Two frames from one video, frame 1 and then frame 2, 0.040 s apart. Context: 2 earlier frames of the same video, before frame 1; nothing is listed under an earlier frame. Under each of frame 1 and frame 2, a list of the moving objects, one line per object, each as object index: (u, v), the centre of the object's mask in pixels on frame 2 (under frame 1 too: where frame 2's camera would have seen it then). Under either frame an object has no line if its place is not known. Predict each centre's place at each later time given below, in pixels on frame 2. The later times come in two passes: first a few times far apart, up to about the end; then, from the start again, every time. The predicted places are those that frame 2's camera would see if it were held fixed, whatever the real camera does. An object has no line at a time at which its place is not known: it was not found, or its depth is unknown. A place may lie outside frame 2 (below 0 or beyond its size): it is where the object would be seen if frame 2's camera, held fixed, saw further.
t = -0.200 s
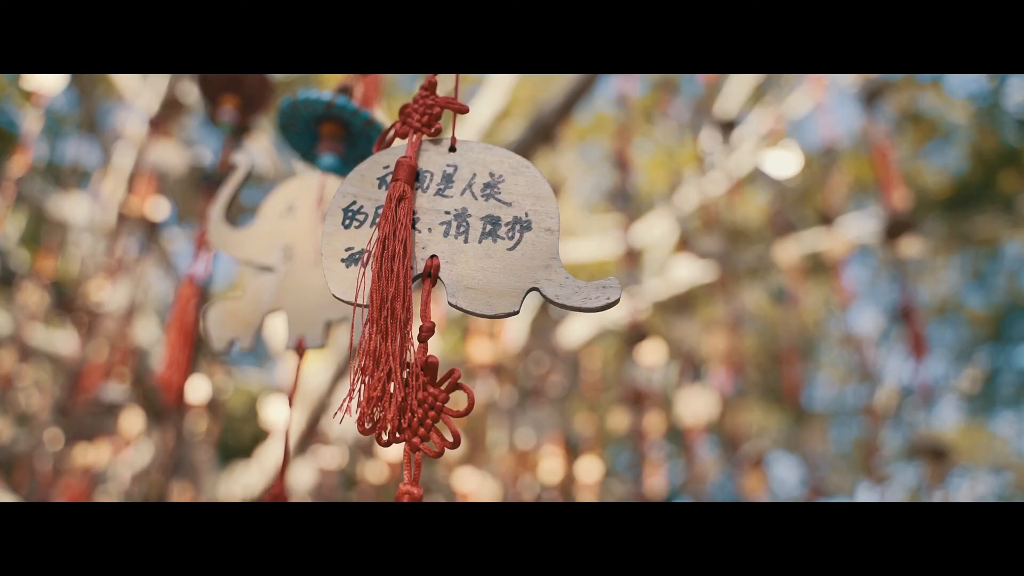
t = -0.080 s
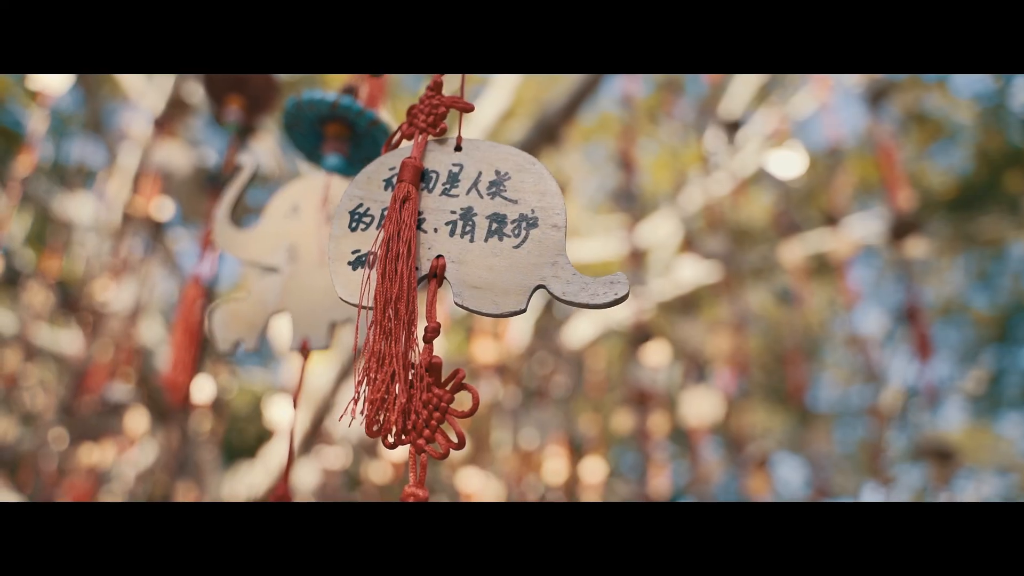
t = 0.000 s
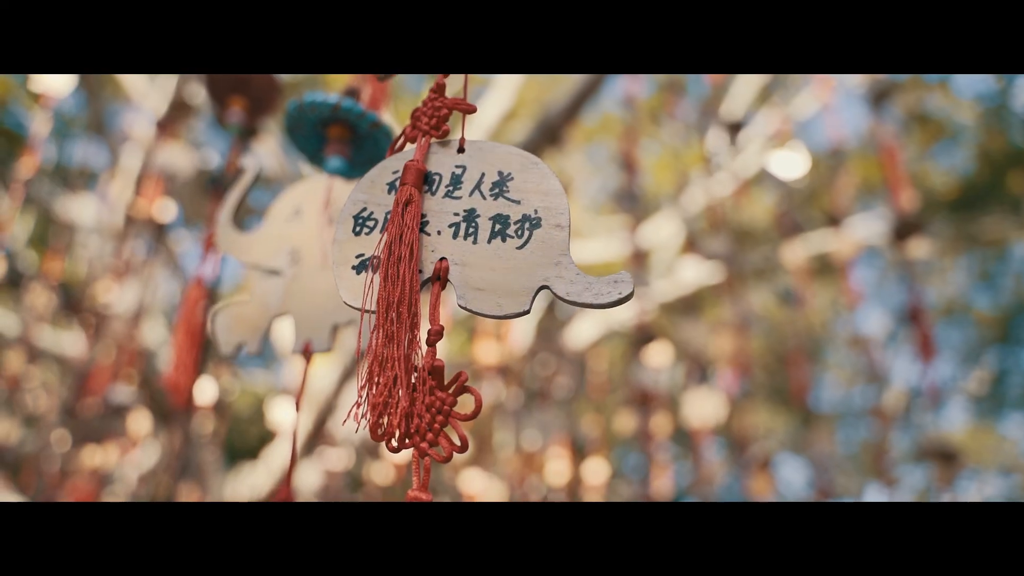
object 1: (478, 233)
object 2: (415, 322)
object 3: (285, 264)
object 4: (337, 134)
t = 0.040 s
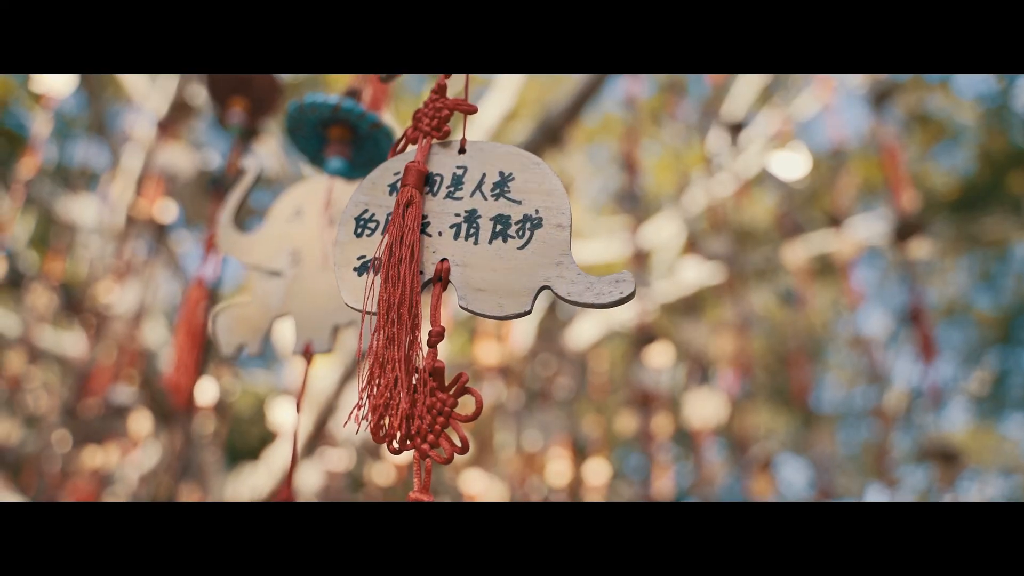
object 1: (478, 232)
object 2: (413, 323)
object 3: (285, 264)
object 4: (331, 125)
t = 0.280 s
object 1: (475, 236)
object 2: (409, 328)
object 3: (284, 268)
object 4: (333, 137)
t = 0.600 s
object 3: (286, 269)
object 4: (327, 139)
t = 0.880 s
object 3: (288, 269)
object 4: (324, 140)
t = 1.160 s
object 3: (295, 276)
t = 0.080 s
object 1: (477, 233)
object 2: (413, 323)
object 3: (285, 265)
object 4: (330, 125)
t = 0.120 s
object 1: (477, 234)
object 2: (412, 323)
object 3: (286, 265)
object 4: (328, 127)
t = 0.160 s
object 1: (477, 235)
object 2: (412, 323)
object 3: (285, 266)
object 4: (336, 136)
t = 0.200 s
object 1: (476, 235)
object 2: (410, 326)
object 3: (285, 266)
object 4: (335, 136)
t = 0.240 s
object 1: (476, 235)
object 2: (411, 328)
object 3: (284, 267)
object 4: (334, 137)
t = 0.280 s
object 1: (475, 236)
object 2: (409, 328)
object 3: (284, 268)
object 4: (333, 137)
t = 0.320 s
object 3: (283, 267)
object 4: (332, 138)
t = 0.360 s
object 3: (284, 268)
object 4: (331, 138)
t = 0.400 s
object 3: (285, 269)
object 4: (331, 139)
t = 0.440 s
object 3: (284, 269)
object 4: (330, 140)
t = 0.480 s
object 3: (285, 270)
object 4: (328, 141)
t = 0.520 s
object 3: (285, 270)
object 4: (328, 141)
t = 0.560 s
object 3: (286, 269)
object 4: (328, 140)
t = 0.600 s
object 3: (286, 269)
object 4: (327, 139)
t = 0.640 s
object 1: (493, 236)
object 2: (403, 332)
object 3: (286, 268)
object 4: (327, 139)
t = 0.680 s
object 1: (492, 235)
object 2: (402, 332)
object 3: (286, 267)
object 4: (325, 138)
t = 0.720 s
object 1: (491, 235)
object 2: (401, 332)
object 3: (286, 268)
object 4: (325, 138)
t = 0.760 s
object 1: (489, 235)
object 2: (400, 333)
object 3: (286, 267)
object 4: (325, 138)
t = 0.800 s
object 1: (488, 236)
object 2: (400, 334)
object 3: (287, 268)
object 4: (324, 139)
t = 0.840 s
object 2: (398, 334)
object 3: (287, 269)
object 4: (324, 139)
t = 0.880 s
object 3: (288, 269)
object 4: (324, 140)
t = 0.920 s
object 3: (289, 270)
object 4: (324, 141)
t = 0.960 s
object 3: (289, 271)
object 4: (325, 141)
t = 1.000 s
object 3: (290, 272)
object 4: (325, 142)
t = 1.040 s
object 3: (291, 273)
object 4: (326, 143)
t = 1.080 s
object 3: (292, 273)
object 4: (327, 143)
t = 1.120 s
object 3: (293, 274)
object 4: (328, 144)
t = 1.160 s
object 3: (295, 276)
